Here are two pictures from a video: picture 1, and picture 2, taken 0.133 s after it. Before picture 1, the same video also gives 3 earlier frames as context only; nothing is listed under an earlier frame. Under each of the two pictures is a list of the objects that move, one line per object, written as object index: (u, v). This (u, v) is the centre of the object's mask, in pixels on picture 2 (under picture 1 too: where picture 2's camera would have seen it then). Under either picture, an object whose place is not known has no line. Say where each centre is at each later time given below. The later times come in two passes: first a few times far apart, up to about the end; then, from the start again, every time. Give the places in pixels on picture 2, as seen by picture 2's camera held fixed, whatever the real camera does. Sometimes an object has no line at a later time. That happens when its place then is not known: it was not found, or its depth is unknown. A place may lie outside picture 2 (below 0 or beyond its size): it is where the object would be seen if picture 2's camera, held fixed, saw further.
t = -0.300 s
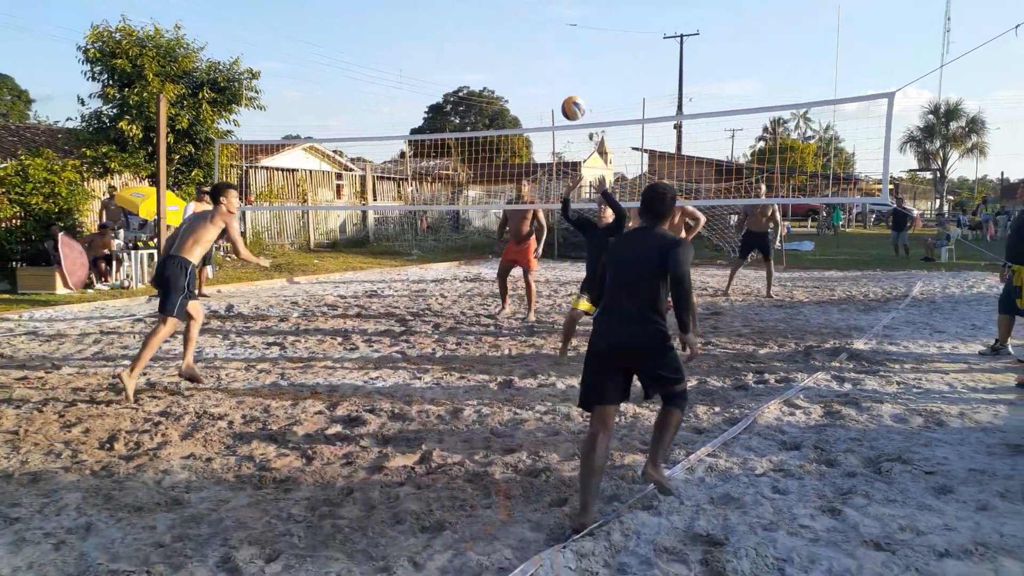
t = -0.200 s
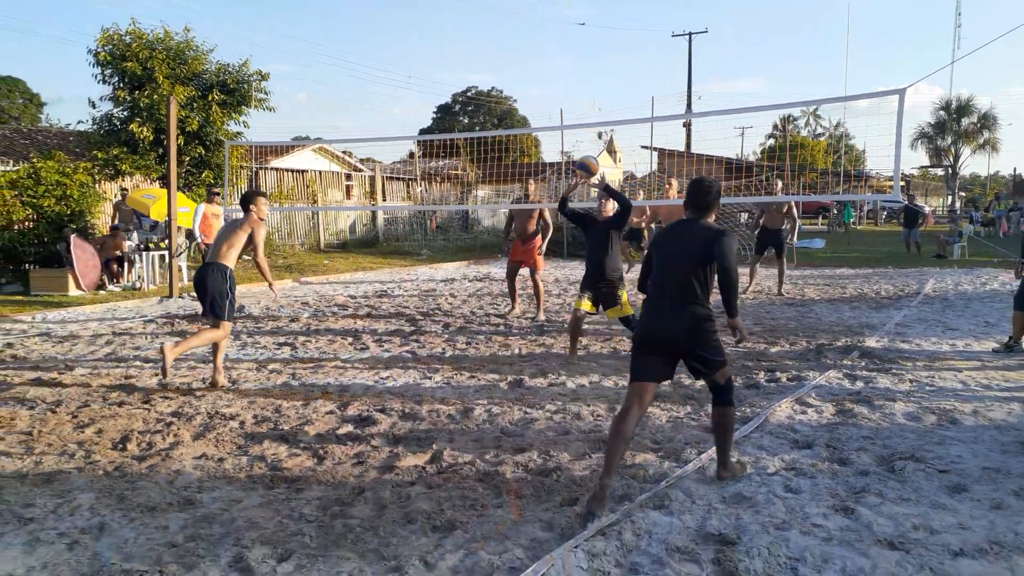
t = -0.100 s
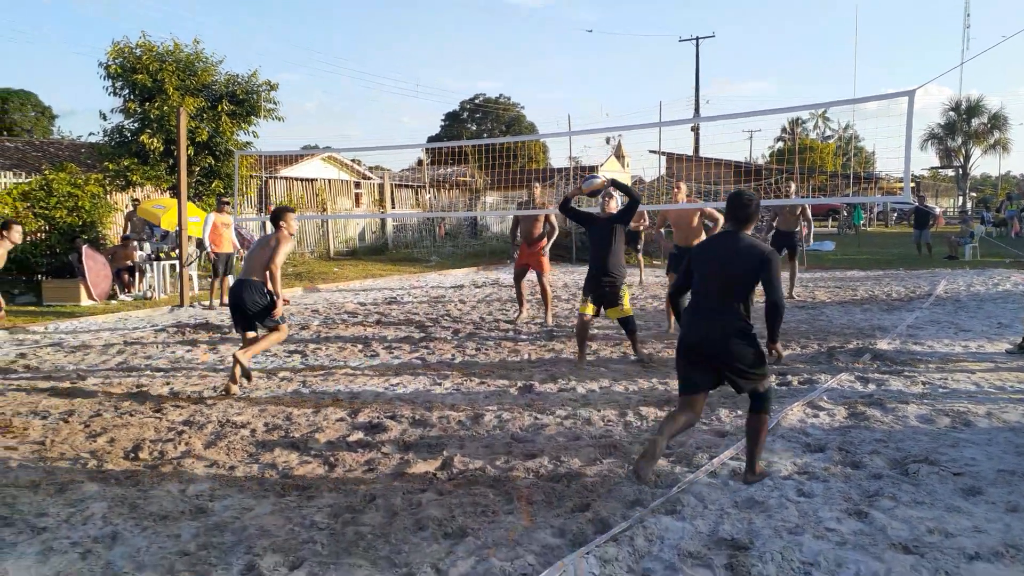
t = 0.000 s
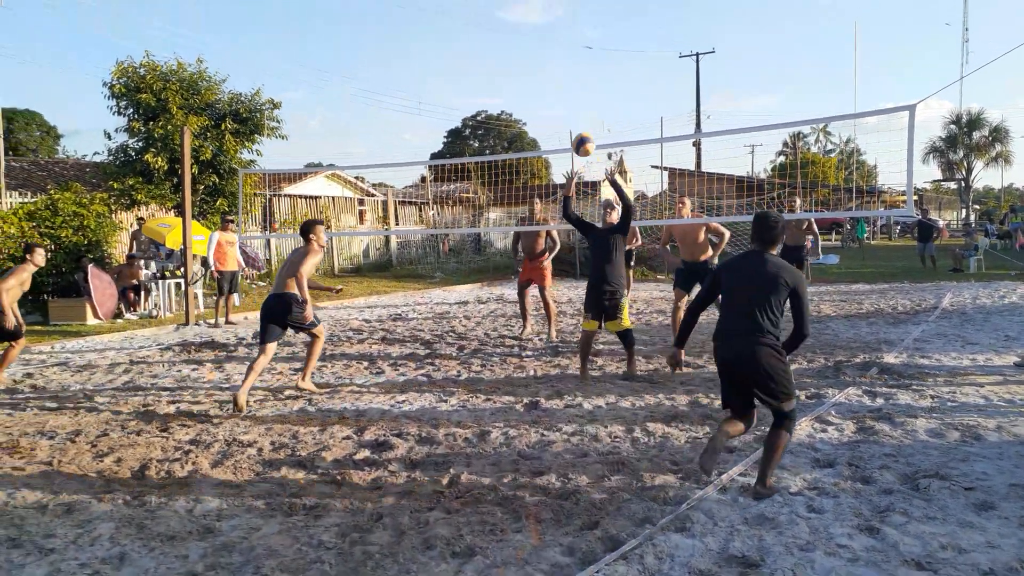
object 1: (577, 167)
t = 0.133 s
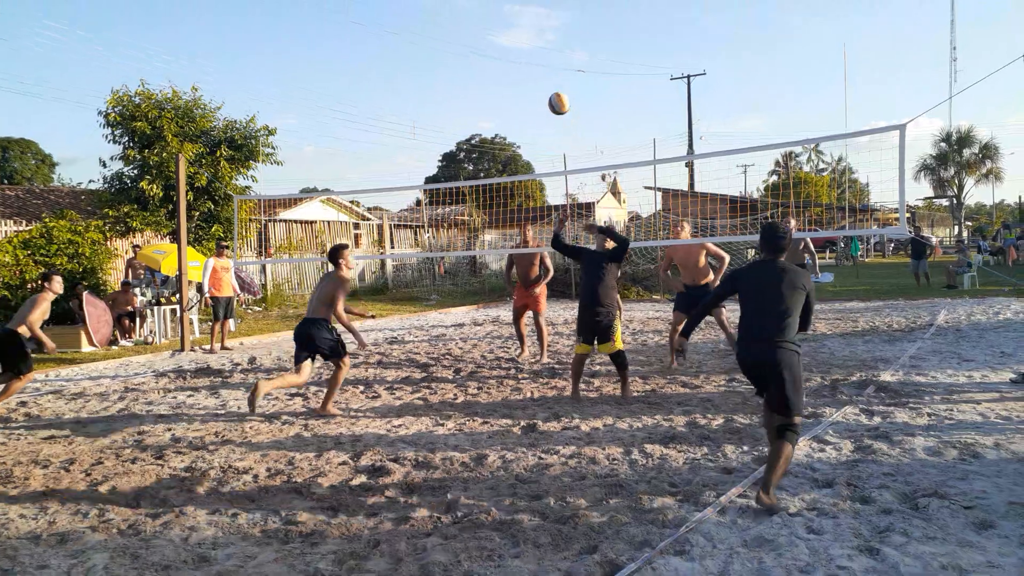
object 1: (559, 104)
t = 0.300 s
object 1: (540, 54)
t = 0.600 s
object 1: (511, 46)
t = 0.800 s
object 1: (498, 85)
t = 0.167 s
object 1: (555, 91)
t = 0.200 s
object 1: (550, 80)
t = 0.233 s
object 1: (545, 70)
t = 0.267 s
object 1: (542, 62)
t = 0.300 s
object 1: (540, 54)
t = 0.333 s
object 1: (537, 49)
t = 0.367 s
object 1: (532, 44)
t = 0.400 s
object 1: (529, 41)
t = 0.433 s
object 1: (526, 39)
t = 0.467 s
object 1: (524, 39)
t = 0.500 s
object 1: (521, 39)
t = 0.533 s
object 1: (516, 41)
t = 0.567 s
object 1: (513, 43)
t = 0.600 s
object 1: (511, 46)
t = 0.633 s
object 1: (509, 51)
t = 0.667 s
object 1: (508, 55)
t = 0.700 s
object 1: (506, 61)
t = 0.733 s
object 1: (503, 68)
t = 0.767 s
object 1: (501, 76)
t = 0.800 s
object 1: (498, 85)
